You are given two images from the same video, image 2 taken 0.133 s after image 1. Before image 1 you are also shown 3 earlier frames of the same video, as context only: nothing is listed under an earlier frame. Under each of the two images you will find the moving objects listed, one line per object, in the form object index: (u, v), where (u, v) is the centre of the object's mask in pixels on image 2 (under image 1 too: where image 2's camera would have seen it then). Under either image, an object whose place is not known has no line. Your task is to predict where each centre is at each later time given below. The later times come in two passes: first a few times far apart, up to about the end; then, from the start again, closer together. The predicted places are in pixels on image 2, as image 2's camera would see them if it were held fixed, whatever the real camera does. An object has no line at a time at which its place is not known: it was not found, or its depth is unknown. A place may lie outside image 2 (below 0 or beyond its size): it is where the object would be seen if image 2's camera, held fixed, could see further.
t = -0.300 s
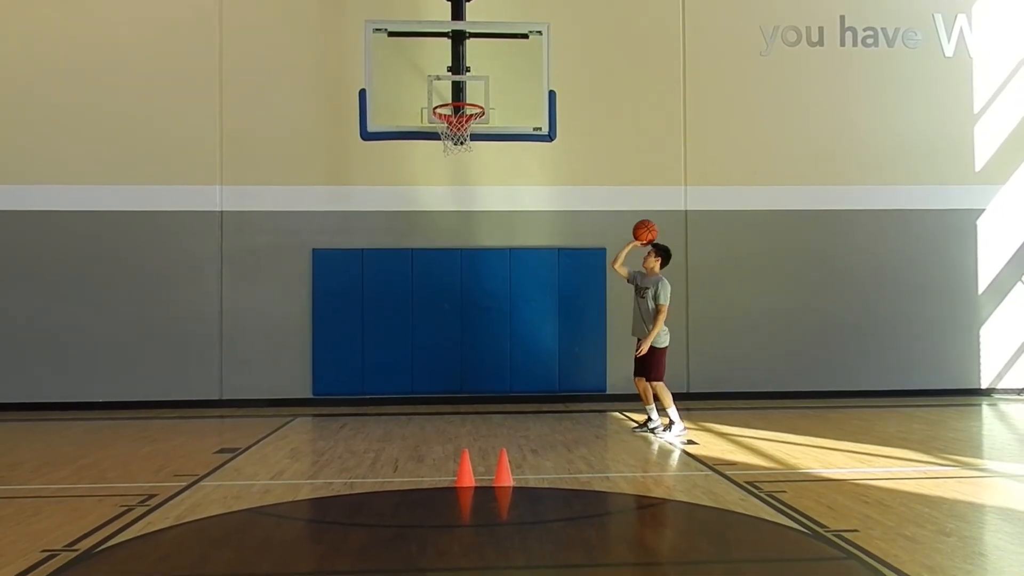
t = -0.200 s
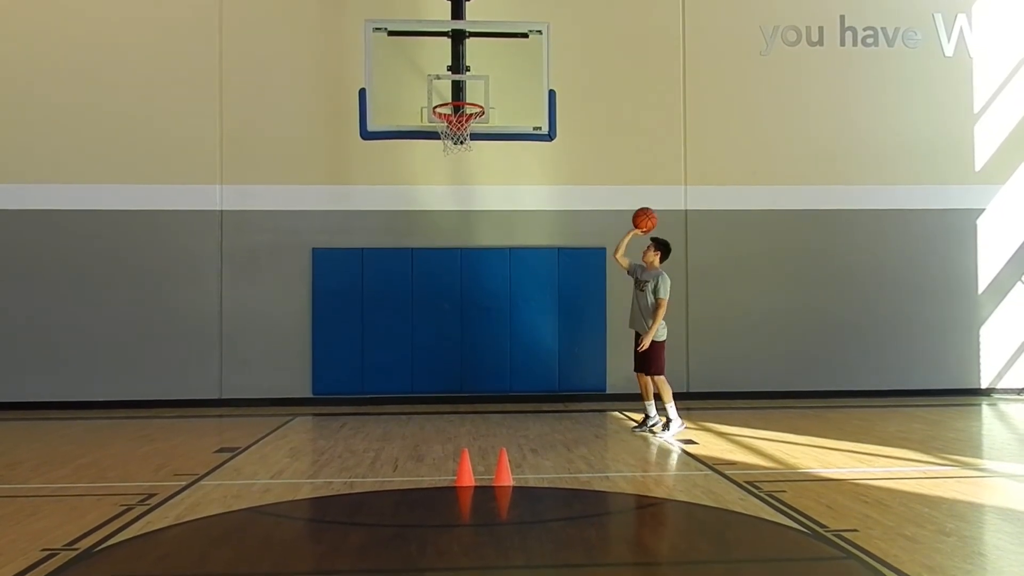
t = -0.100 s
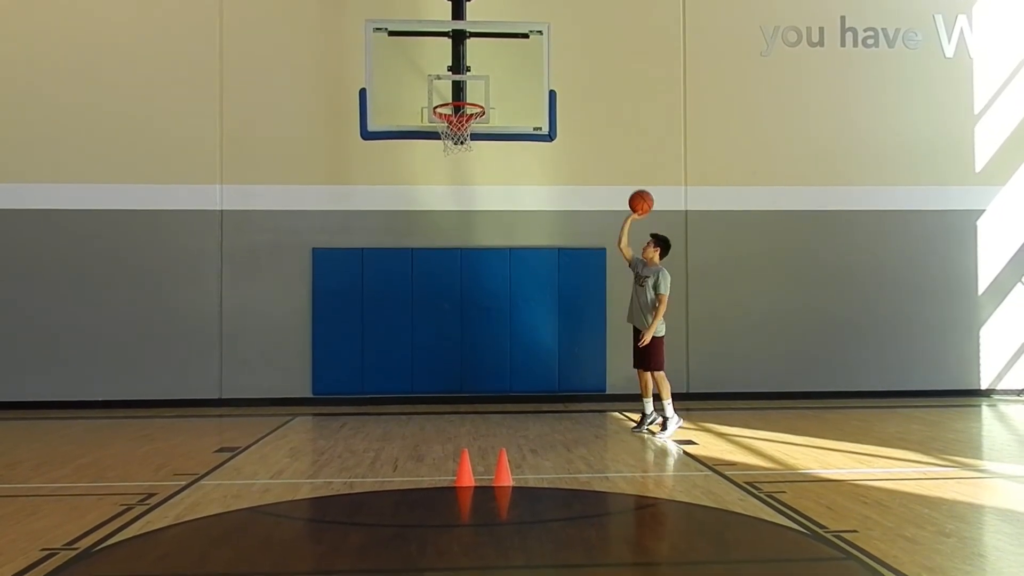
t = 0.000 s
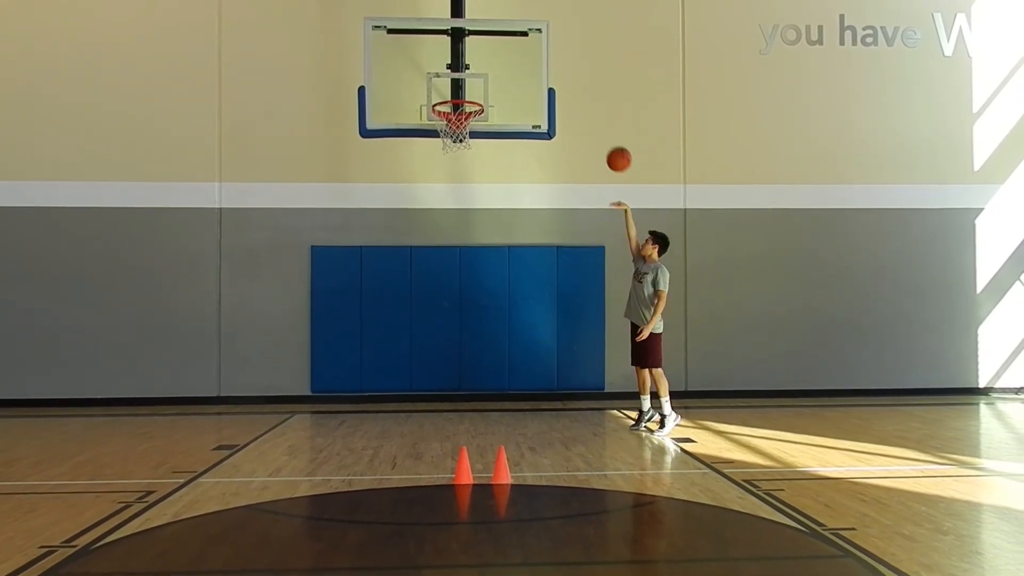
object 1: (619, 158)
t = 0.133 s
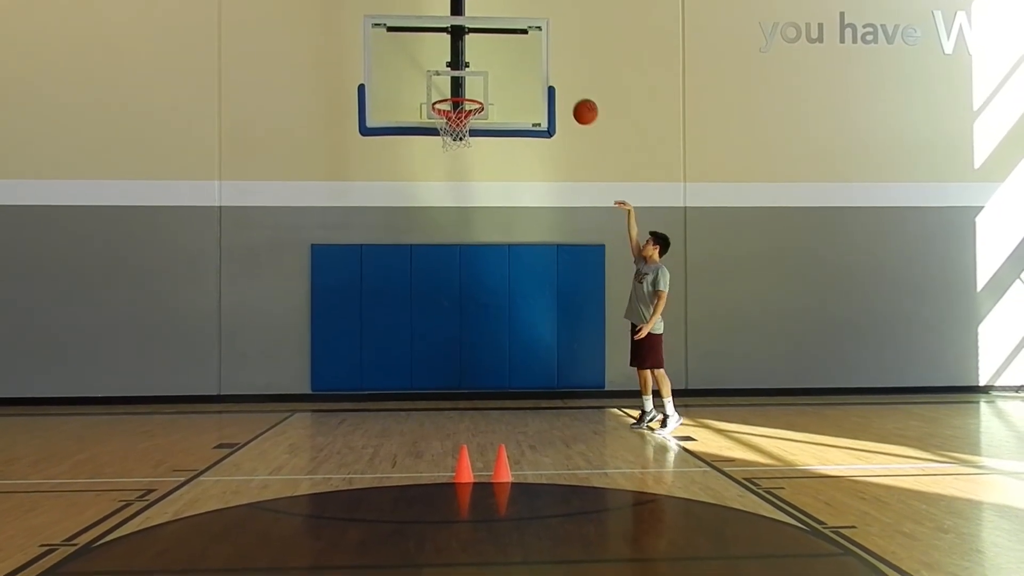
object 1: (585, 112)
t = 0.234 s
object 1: (560, 89)
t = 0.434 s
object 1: (511, 75)
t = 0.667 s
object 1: (450, 109)
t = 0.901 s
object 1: (432, 152)
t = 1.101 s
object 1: (427, 215)
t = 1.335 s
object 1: (419, 343)
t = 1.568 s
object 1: (428, 362)
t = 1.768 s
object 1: (448, 297)
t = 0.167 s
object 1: (577, 103)
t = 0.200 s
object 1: (569, 96)
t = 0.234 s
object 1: (560, 89)
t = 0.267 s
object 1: (552, 84)
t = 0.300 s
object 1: (544, 80)
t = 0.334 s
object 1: (536, 77)
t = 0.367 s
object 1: (527, 75)
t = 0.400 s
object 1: (519, 74)
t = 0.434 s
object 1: (511, 75)
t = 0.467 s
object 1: (502, 77)
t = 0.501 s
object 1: (494, 80)
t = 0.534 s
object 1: (486, 84)
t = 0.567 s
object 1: (478, 88)
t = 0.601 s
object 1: (470, 92)
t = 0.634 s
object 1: (460, 97)
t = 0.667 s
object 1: (450, 109)
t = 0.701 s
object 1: (438, 120)
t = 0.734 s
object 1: (437, 131)
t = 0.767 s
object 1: (436, 133)
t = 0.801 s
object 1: (435, 137)
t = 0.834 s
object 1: (434, 140)
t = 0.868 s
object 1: (433, 145)
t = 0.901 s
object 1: (432, 152)
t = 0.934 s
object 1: (432, 159)
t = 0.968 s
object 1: (431, 168)
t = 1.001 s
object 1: (430, 178)
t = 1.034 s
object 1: (429, 190)
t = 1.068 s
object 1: (428, 202)
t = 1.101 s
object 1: (427, 215)
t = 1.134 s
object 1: (426, 230)
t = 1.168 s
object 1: (425, 246)
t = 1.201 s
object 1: (424, 263)
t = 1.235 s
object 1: (423, 281)
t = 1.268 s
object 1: (422, 300)
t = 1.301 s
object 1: (421, 321)
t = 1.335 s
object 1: (419, 343)
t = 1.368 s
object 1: (418, 365)
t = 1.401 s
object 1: (417, 390)
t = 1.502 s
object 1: (421, 392)
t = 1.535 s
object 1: (425, 376)
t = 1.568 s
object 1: (428, 362)
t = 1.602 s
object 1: (431, 348)
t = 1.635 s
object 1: (434, 336)
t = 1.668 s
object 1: (438, 324)
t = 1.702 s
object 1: (441, 314)
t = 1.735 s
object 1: (445, 305)
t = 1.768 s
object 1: (448, 297)
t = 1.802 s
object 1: (452, 290)
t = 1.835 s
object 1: (455, 285)
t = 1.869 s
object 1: (458, 280)
